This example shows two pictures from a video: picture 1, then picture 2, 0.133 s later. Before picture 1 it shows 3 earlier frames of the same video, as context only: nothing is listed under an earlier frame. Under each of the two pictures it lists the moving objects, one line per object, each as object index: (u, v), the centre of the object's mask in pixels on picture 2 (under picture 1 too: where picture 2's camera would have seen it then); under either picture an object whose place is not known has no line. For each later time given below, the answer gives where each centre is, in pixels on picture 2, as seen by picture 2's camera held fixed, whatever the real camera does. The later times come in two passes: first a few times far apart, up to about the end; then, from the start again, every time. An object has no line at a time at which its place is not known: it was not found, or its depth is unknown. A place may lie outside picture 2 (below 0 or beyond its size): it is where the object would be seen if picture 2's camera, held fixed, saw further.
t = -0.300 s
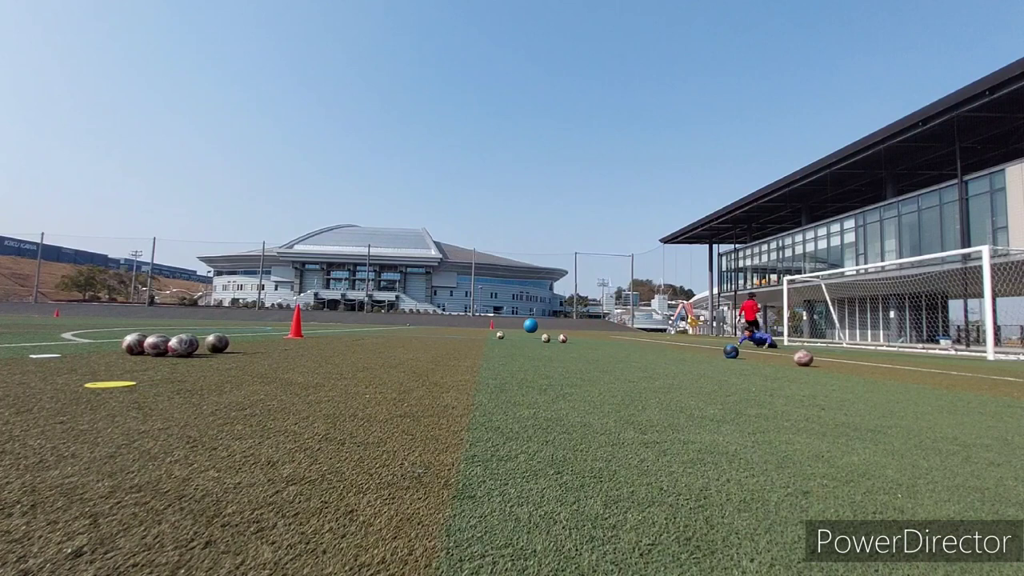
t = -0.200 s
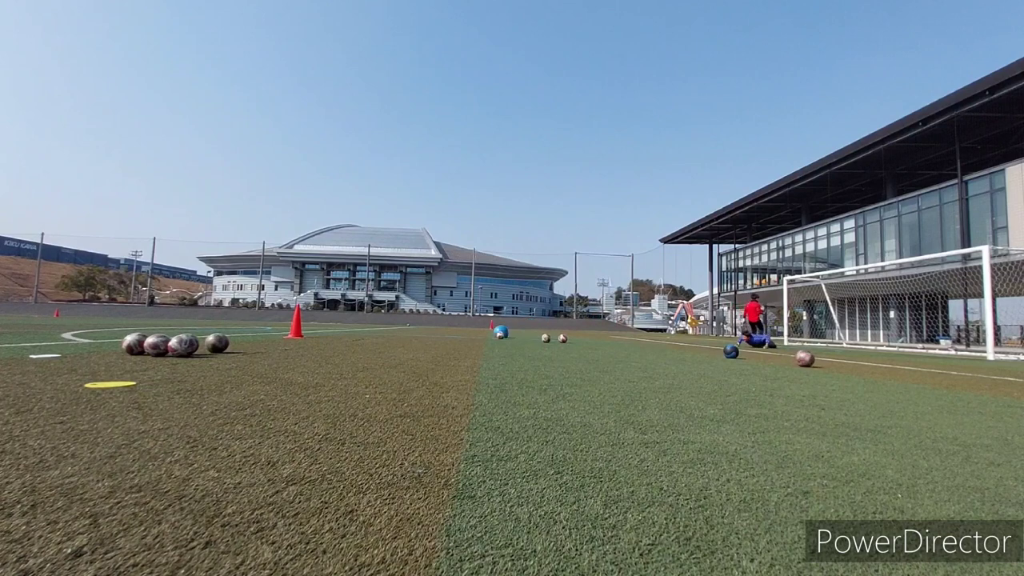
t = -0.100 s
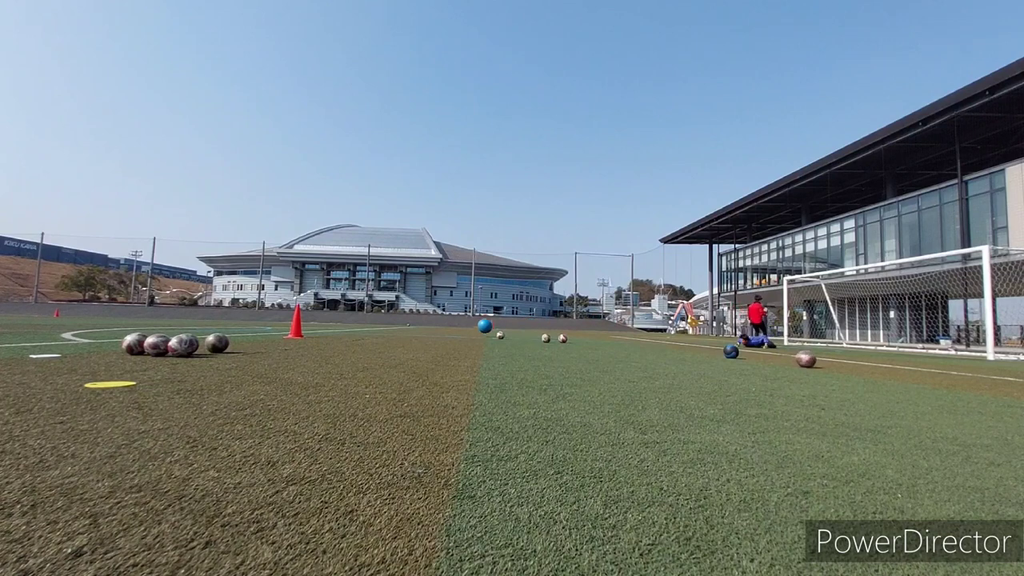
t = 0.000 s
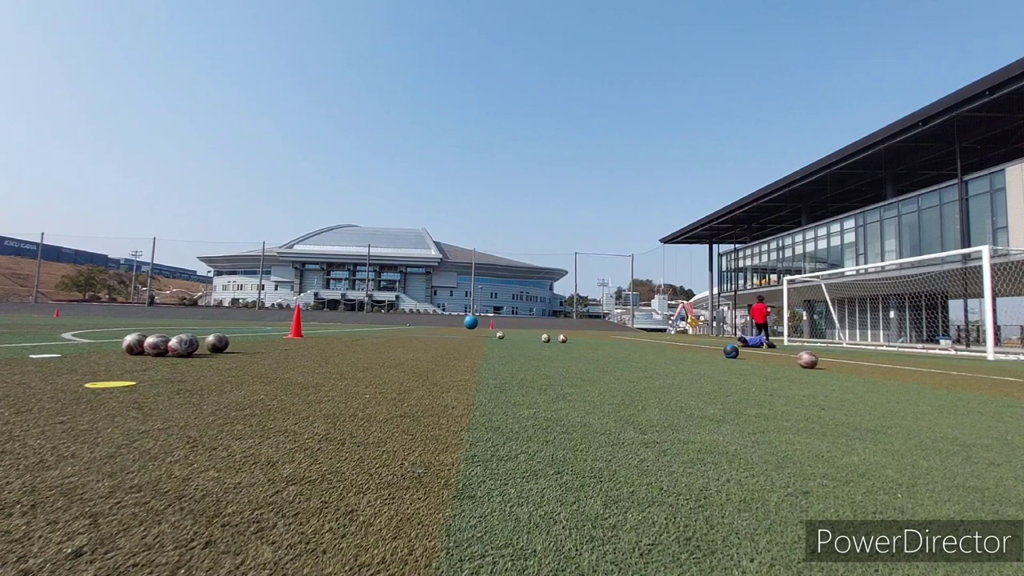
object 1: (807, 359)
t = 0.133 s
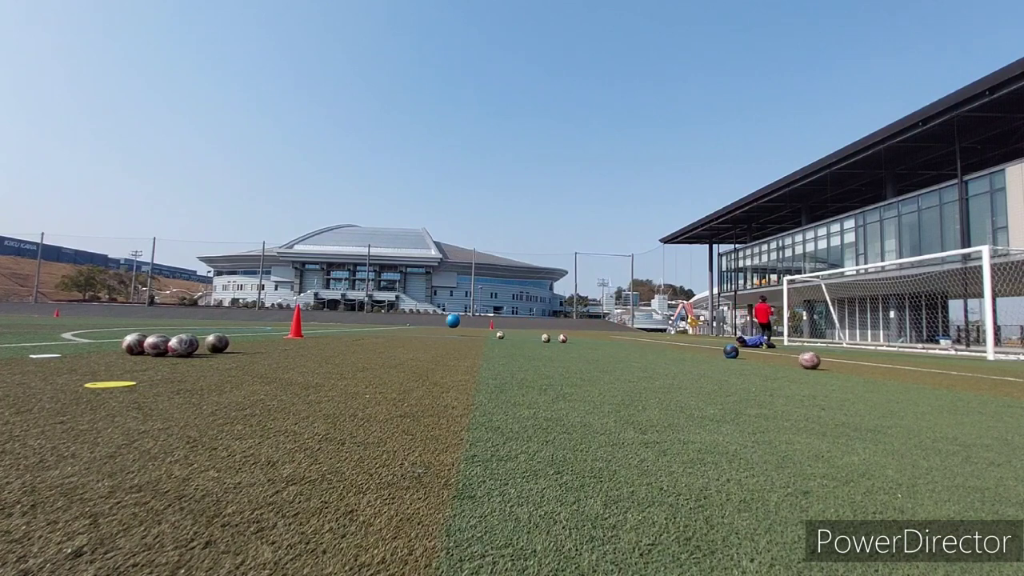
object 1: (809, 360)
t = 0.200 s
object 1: (810, 361)
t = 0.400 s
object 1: (814, 362)
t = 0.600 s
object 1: (819, 363)
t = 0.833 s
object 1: (825, 364)
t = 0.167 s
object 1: (810, 360)
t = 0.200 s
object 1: (810, 361)
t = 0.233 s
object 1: (811, 361)
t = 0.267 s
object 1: (812, 361)
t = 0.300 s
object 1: (812, 361)
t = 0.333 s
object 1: (813, 361)
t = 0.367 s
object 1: (814, 361)
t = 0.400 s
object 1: (814, 362)
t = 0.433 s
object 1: (815, 362)
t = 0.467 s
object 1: (816, 362)
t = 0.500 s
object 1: (817, 362)
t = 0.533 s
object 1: (818, 363)
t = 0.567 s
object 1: (818, 363)
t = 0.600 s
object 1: (819, 363)
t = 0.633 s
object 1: (820, 363)
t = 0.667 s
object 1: (821, 363)
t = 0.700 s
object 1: (822, 363)
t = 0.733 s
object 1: (822, 364)
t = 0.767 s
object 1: (823, 364)
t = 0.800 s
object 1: (824, 364)
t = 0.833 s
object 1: (825, 364)
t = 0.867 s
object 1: (826, 364)
